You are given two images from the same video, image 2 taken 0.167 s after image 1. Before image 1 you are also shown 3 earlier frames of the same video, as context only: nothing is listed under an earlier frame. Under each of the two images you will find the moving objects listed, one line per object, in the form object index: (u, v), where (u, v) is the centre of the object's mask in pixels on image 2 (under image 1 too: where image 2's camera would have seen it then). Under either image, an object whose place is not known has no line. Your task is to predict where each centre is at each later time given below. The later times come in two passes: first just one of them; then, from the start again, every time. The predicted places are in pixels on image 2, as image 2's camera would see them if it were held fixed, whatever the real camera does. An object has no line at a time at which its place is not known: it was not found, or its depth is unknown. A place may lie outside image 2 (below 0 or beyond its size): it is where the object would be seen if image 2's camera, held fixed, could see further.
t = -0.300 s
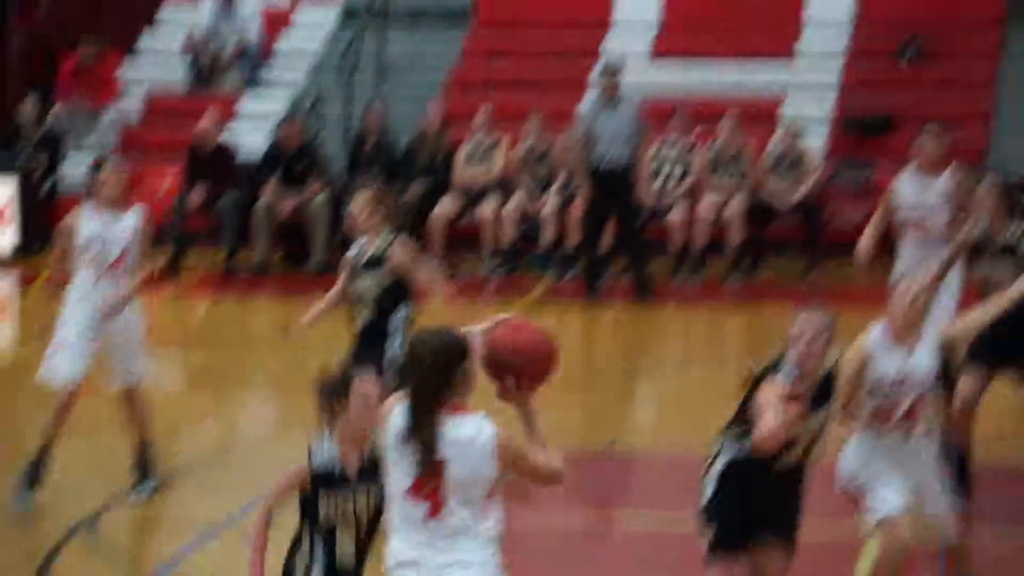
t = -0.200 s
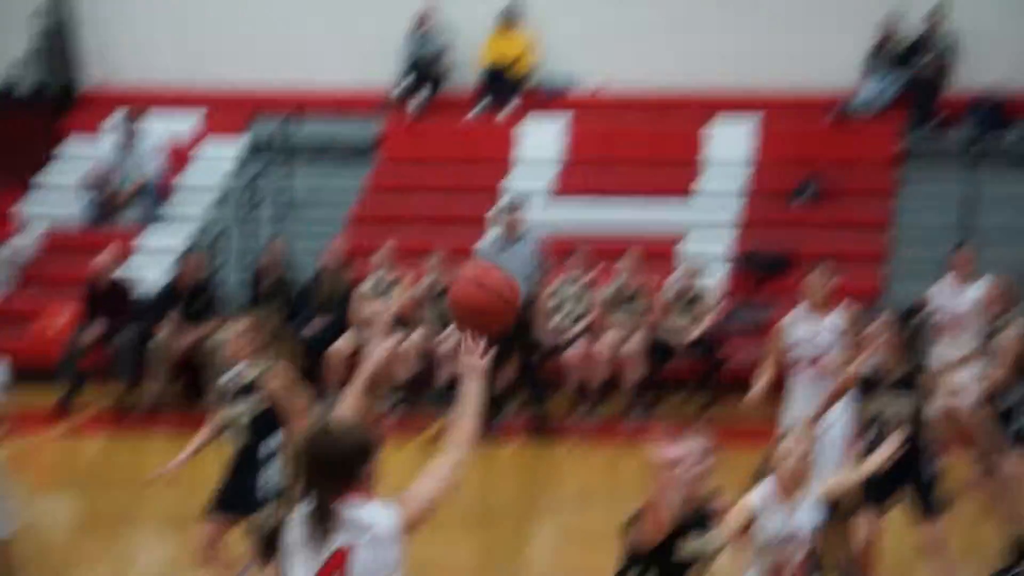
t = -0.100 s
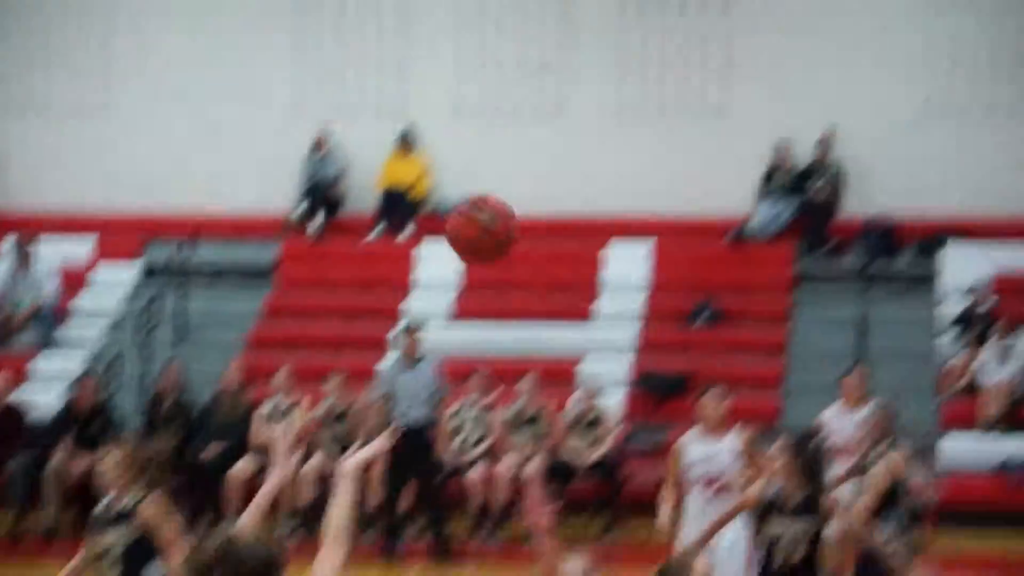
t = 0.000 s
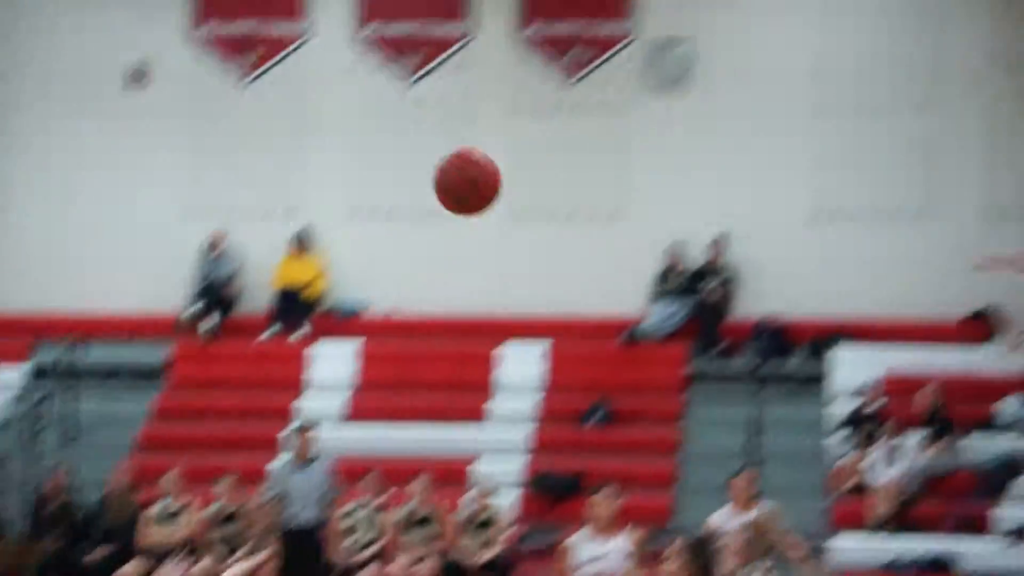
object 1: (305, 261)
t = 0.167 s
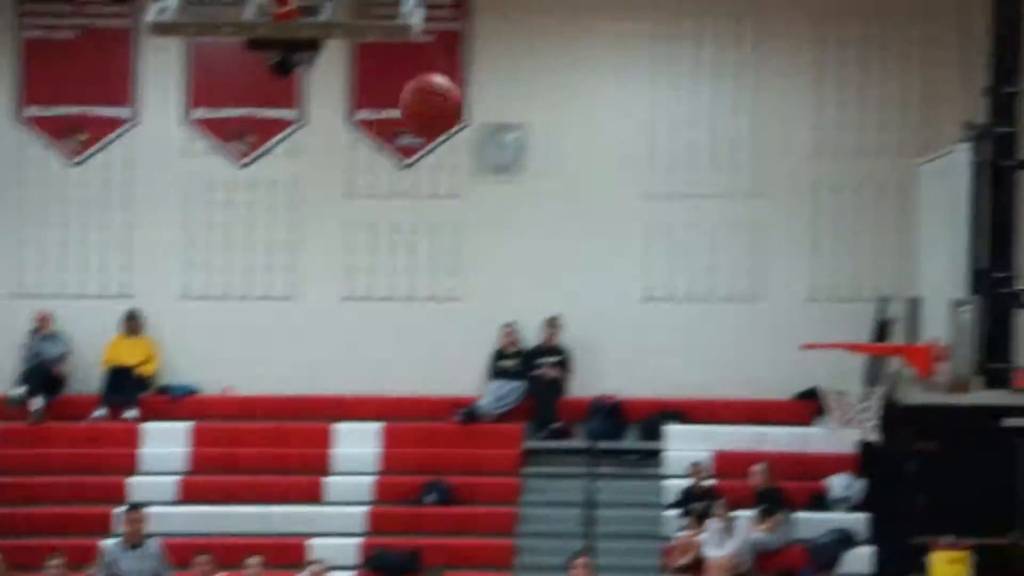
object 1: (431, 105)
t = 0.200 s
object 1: (454, 84)
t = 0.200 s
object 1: (454, 84)
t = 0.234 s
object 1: (477, 67)
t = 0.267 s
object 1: (500, 52)
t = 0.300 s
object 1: (521, 41)
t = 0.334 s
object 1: (542, 32)
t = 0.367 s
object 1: (562, 27)
